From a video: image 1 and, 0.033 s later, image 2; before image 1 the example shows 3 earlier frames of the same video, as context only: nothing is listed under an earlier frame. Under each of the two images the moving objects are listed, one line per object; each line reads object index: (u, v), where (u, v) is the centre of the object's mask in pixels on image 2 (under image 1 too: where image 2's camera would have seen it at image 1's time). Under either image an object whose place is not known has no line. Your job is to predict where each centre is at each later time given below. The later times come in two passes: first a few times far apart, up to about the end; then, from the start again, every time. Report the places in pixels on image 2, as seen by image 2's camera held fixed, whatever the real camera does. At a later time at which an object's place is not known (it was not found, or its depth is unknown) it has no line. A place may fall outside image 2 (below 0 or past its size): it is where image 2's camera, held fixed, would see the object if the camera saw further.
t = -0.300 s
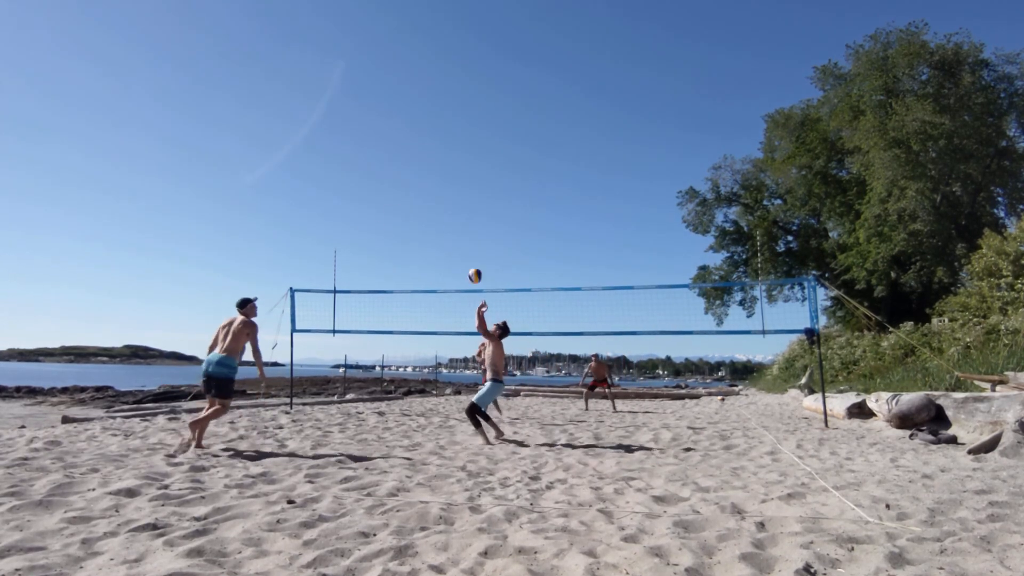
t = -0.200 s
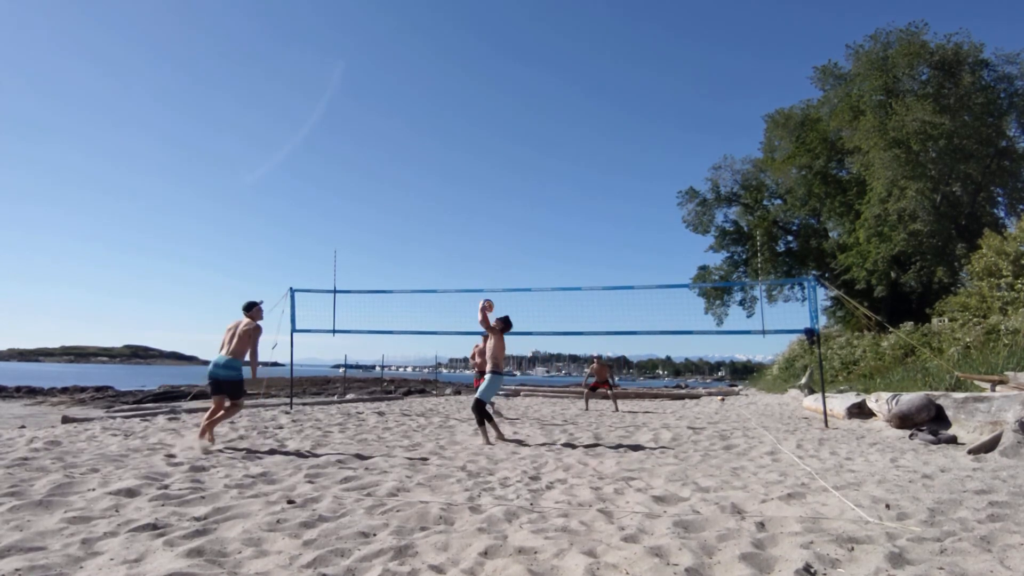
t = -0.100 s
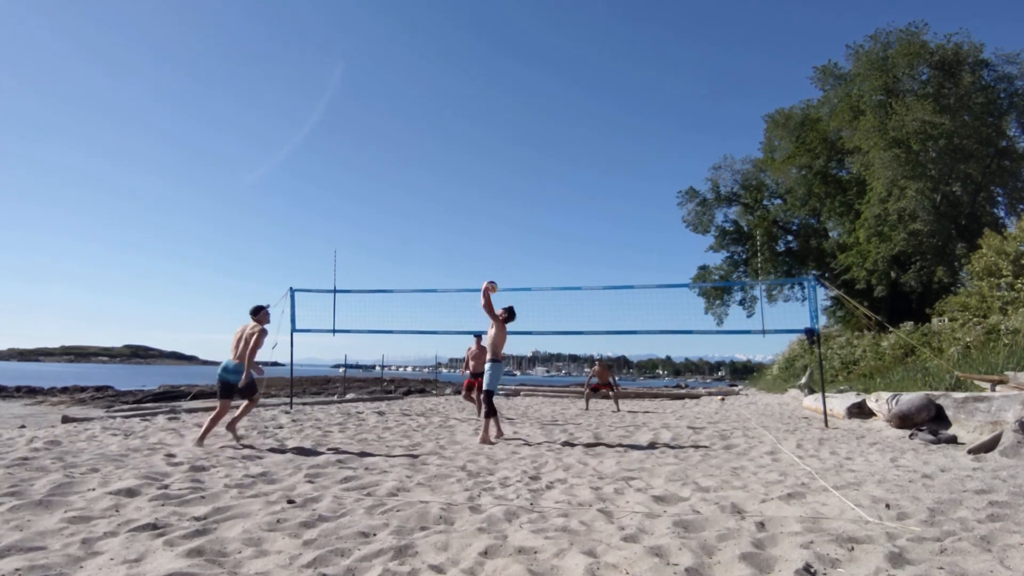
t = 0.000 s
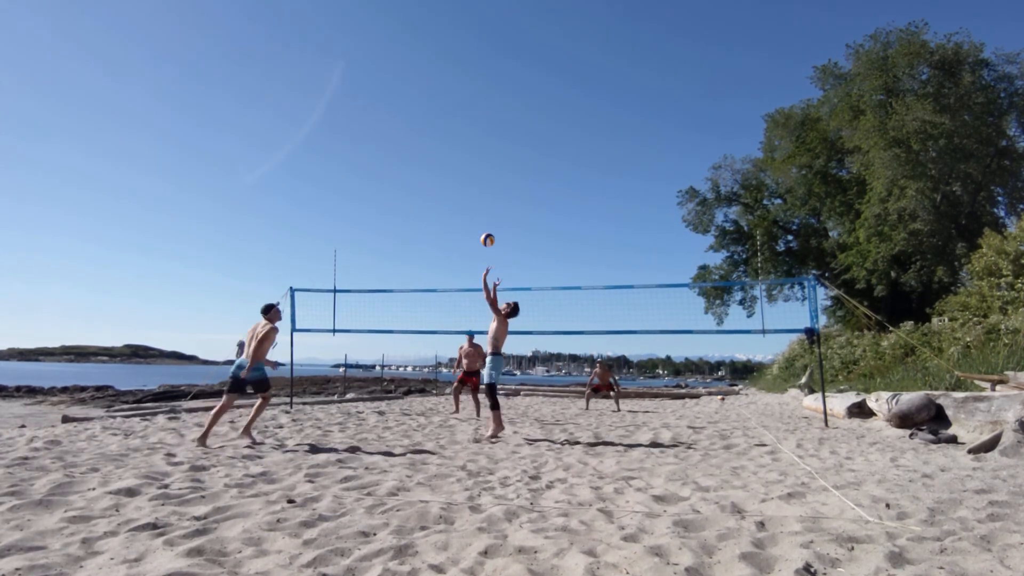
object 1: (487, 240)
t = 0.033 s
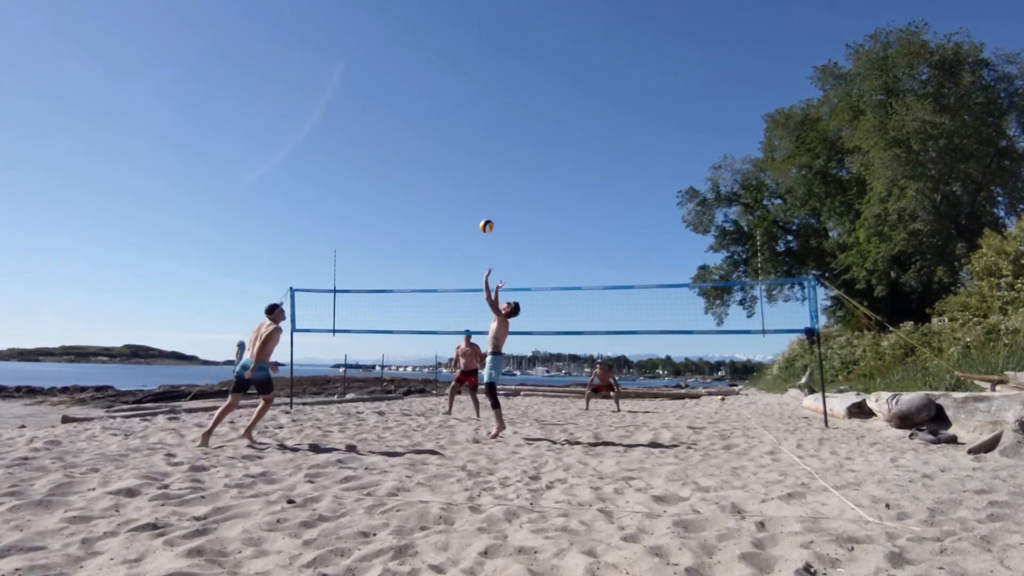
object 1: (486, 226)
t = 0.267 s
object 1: (480, 154)
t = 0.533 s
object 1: (474, 118)
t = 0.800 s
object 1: (467, 125)
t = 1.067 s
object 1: (456, 177)
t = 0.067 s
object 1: (485, 213)
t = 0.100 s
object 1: (485, 201)
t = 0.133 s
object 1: (484, 190)
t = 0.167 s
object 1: (483, 179)
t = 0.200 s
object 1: (482, 170)
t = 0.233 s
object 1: (481, 162)
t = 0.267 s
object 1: (480, 154)
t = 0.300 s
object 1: (479, 147)
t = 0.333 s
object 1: (479, 140)
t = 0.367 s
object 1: (478, 135)
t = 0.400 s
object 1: (477, 130)
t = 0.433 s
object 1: (477, 126)
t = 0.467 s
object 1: (476, 123)
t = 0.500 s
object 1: (475, 120)
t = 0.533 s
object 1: (474, 118)
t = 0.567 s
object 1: (473, 117)
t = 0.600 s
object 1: (472, 116)
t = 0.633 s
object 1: (471, 116)
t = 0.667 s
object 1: (471, 116)
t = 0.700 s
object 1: (470, 117)
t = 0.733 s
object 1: (469, 119)
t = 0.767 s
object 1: (468, 122)
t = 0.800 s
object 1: (467, 125)
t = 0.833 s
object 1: (466, 128)
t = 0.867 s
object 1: (465, 132)
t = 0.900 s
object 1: (462, 142)
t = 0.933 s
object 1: (461, 148)
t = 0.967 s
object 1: (460, 155)
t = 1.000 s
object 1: (459, 162)
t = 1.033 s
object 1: (458, 169)
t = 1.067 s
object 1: (456, 177)
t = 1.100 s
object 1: (455, 186)
